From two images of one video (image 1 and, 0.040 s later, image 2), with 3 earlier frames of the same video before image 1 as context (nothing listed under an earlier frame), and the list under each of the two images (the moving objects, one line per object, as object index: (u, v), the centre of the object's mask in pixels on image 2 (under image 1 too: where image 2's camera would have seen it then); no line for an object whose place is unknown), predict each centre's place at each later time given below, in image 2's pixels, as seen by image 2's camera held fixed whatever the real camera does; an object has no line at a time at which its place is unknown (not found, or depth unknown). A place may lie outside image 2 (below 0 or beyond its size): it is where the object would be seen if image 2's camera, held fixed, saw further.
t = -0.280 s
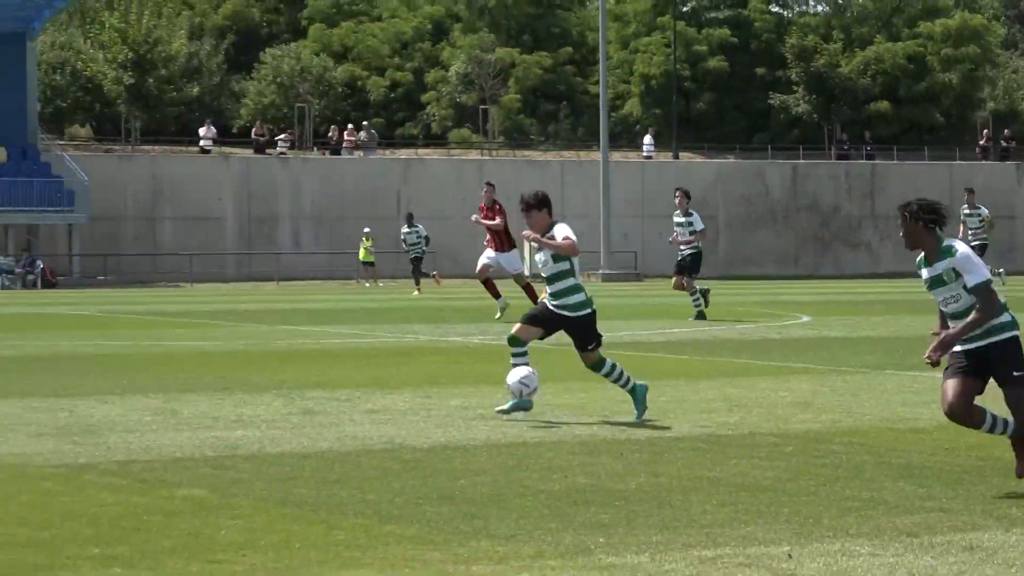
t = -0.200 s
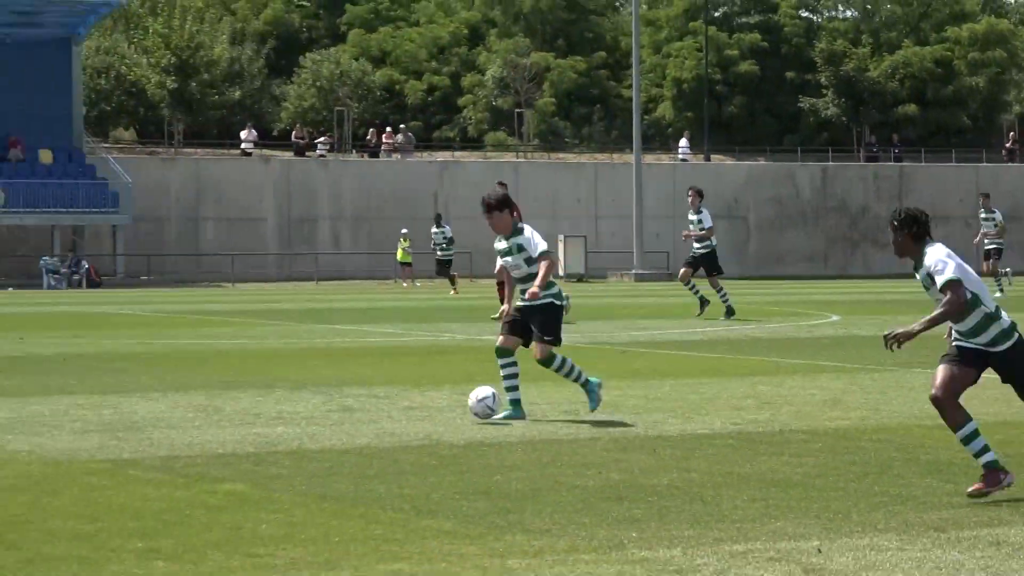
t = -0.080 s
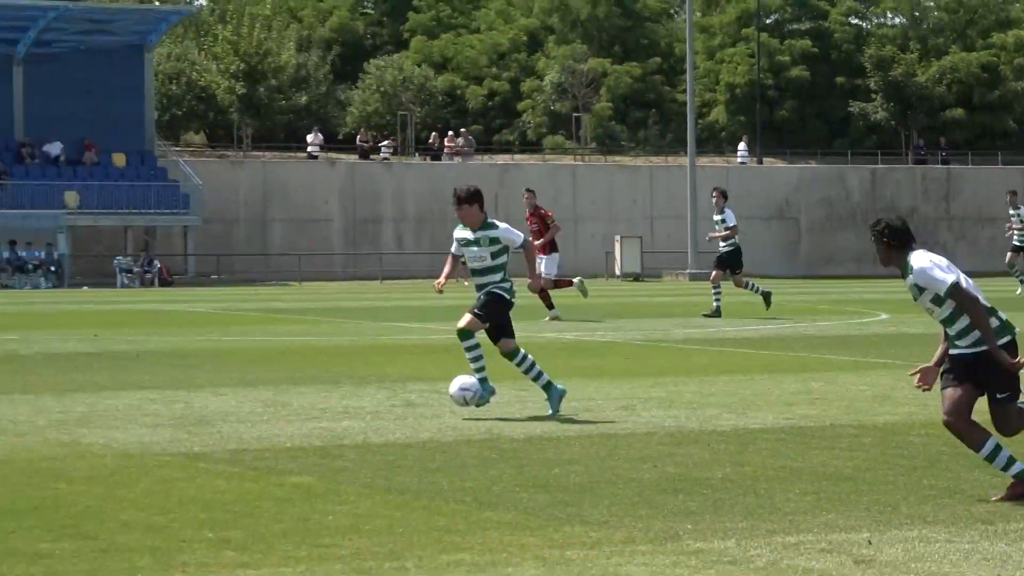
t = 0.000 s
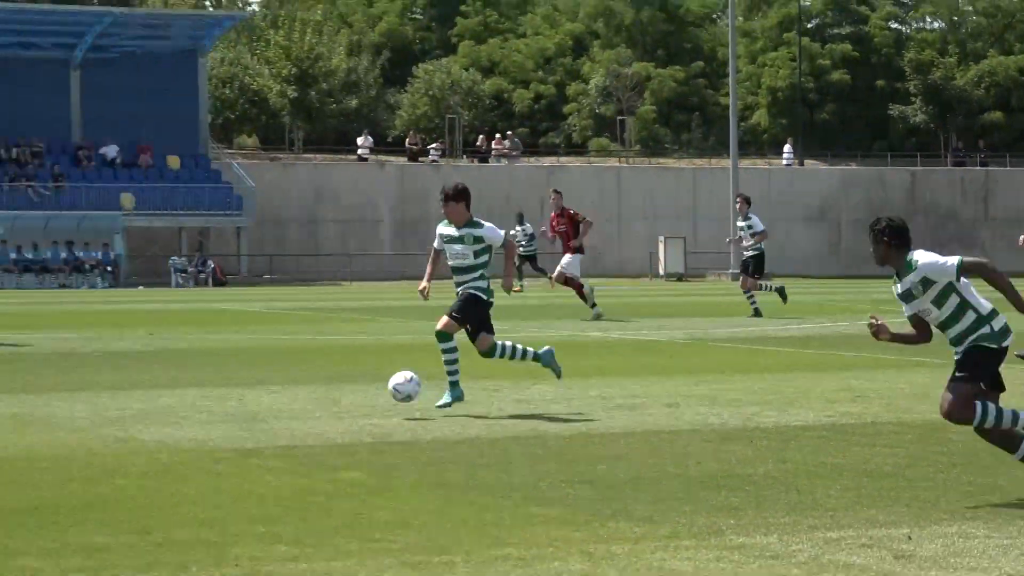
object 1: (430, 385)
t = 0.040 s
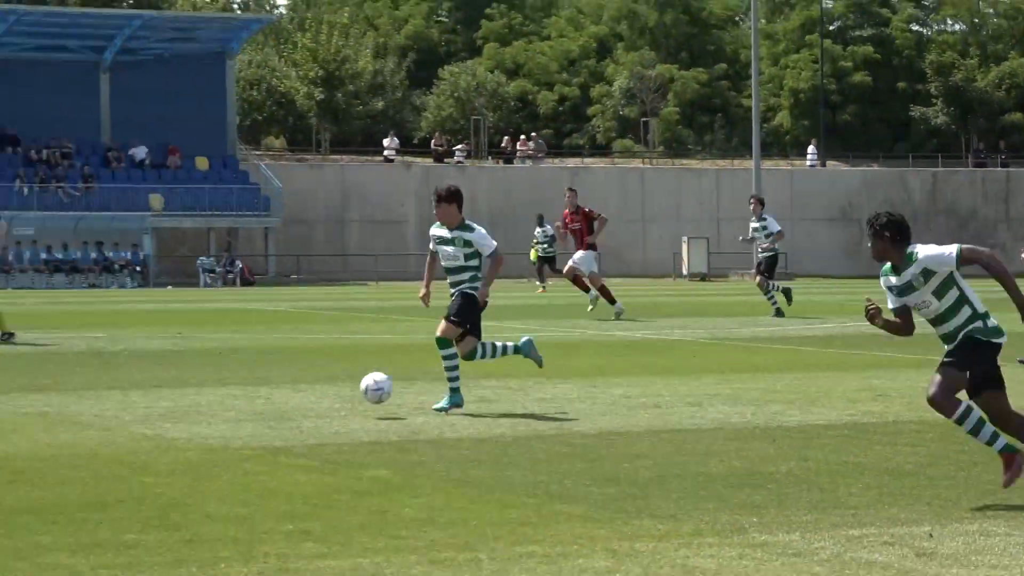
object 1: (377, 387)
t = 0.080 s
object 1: (321, 392)
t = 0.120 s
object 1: (266, 399)
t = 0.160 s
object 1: (210, 408)
